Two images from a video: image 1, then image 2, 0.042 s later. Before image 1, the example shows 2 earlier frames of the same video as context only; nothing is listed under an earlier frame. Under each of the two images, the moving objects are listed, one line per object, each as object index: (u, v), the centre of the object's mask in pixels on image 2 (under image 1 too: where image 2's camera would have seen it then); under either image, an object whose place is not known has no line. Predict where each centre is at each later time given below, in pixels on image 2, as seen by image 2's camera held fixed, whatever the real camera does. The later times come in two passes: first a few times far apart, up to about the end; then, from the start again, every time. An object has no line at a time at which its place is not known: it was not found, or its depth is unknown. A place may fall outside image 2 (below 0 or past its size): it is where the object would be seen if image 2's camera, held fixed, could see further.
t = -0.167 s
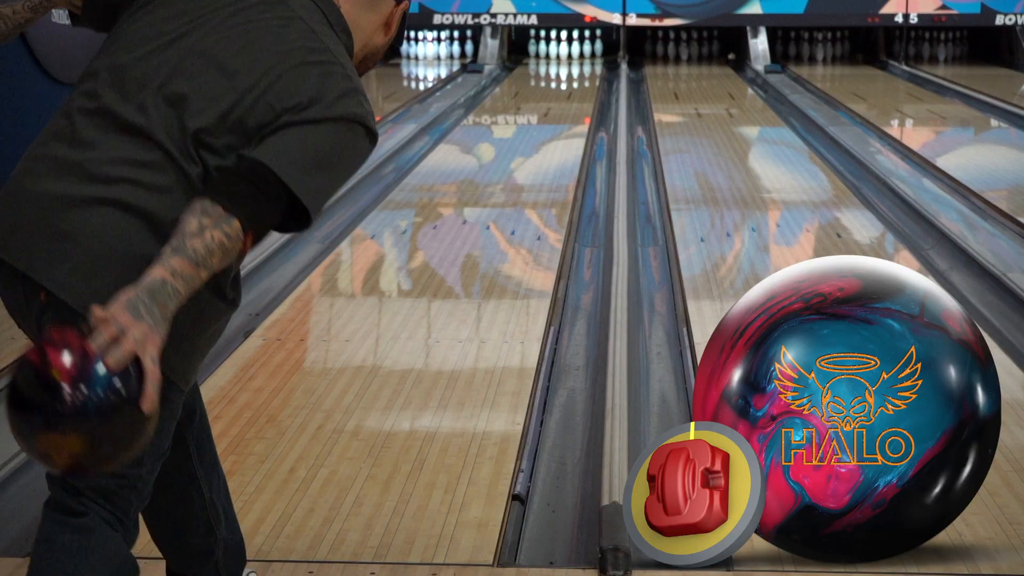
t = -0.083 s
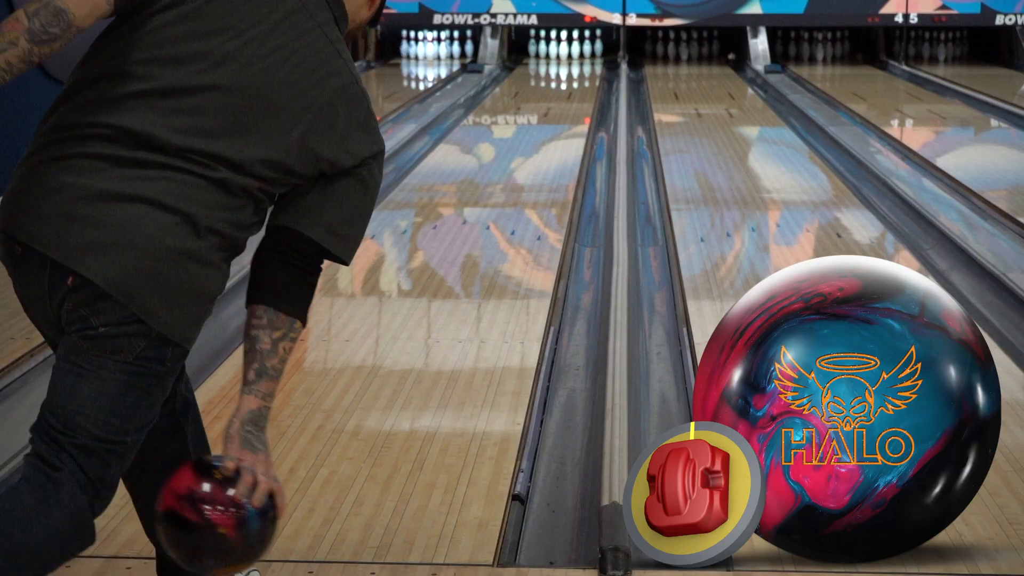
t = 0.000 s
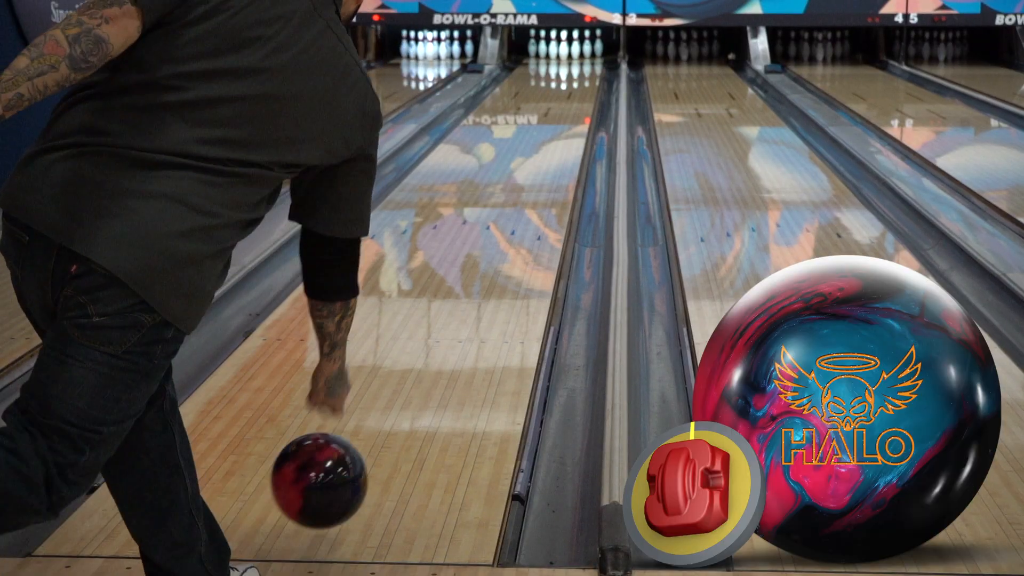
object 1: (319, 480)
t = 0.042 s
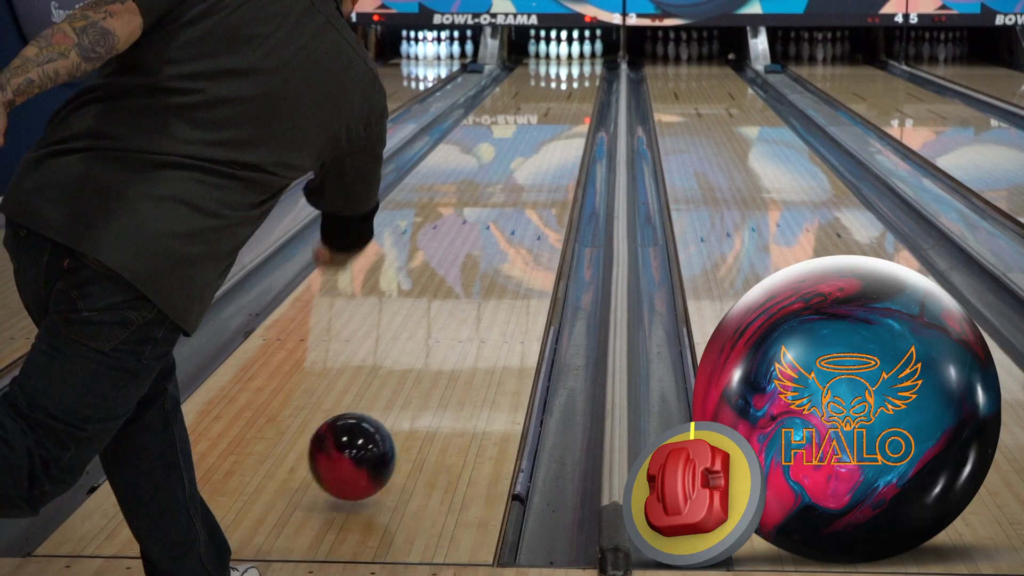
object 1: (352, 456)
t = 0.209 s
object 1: (437, 333)
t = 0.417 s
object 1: (495, 242)
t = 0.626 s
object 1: (530, 186)
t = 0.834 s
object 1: (552, 148)
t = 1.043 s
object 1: (567, 122)
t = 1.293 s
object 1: (578, 100)
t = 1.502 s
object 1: (583, 86)
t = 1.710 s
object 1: (584, 74)
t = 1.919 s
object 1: (581, 66)
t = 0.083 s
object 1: (378, 421)
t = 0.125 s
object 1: (401, 387)
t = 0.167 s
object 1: (420, 360)
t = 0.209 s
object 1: (437, 333)
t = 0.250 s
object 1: (452, 310)
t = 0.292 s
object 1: (465, 291)
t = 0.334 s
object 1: (476, 273)
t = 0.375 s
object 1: (486, 256)
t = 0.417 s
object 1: (495, 242)
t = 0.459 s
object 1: (504, 228)
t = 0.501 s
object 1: (511, 216)
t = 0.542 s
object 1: (518, 205)
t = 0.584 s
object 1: (524, 195)
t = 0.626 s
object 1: (530, 186)
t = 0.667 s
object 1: (535, 178)
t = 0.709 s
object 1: (540, 169)
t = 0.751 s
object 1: (544, 162)
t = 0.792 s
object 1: (548, 155)
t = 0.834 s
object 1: (552, 148)
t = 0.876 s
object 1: (555, 142)
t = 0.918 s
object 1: (559, 137)
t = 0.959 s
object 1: (562, 132)
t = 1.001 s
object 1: (564, 127)
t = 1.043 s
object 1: (567, 122)
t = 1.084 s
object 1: (569, 118)
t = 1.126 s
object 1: (571, 114)
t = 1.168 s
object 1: (573, 110)
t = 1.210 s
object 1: (575, 106)
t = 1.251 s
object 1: (576, 103)
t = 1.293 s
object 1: (578, 100)
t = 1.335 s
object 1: (579, 96)
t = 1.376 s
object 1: (580, 93)
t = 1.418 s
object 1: (581, 91)
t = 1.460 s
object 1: (582, 88)
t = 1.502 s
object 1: (583, 86)
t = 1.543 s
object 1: (583, 83)
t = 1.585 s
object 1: (583, 81)
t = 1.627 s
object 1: (584, 79)
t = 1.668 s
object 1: (584, 77)
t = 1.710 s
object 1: (584, 74)
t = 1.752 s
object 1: (583, 72)
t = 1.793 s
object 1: (583, 71)
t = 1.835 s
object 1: (582, 69)
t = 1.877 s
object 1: (582, 67)
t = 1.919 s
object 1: (581, 66)
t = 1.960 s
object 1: (580, 64)
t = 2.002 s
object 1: (578, 63)
